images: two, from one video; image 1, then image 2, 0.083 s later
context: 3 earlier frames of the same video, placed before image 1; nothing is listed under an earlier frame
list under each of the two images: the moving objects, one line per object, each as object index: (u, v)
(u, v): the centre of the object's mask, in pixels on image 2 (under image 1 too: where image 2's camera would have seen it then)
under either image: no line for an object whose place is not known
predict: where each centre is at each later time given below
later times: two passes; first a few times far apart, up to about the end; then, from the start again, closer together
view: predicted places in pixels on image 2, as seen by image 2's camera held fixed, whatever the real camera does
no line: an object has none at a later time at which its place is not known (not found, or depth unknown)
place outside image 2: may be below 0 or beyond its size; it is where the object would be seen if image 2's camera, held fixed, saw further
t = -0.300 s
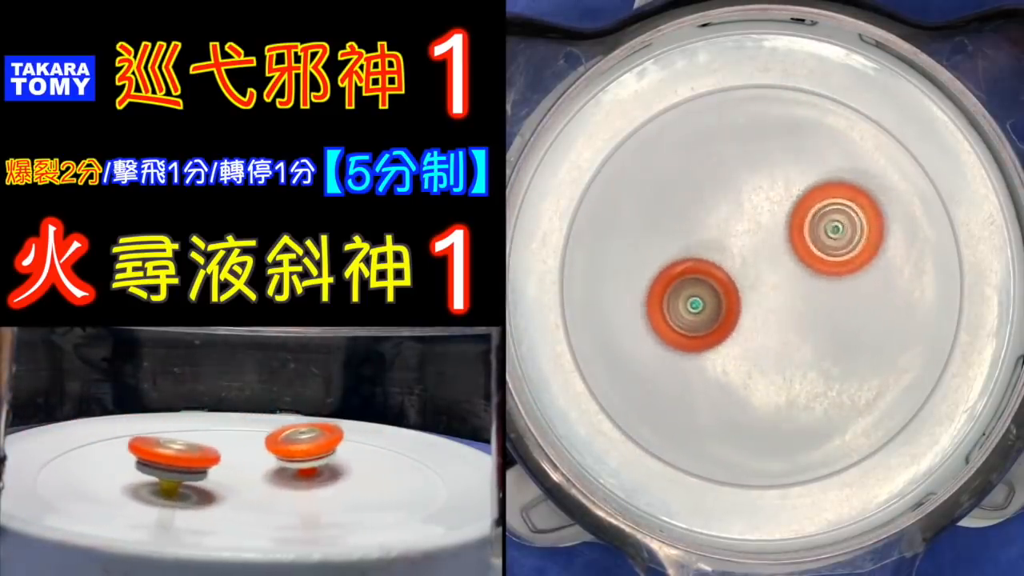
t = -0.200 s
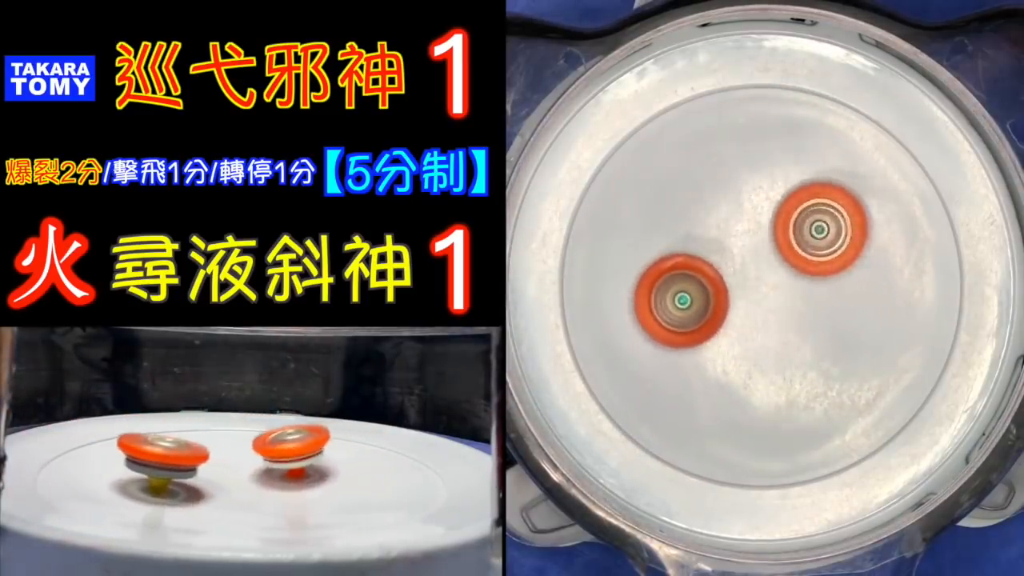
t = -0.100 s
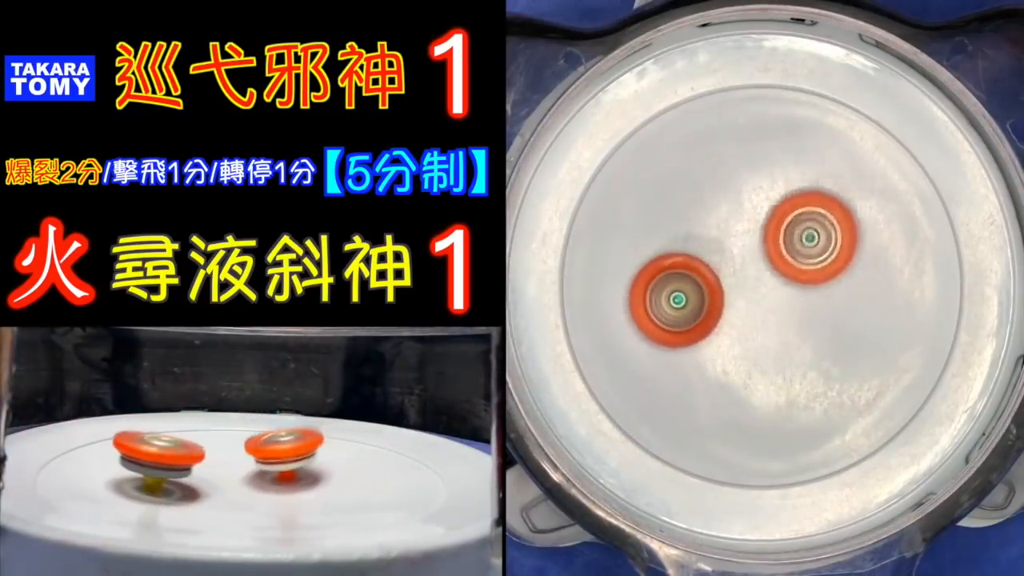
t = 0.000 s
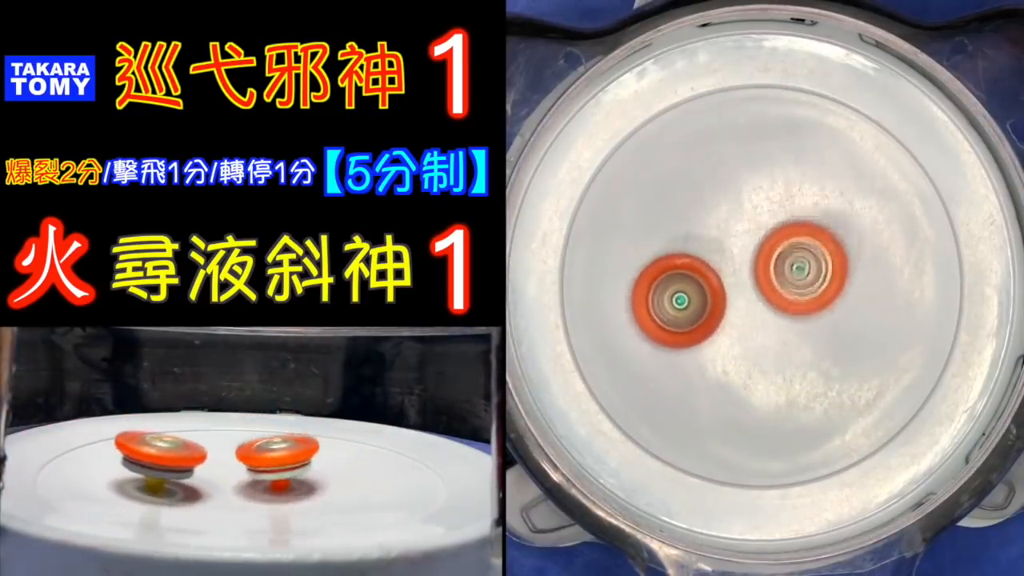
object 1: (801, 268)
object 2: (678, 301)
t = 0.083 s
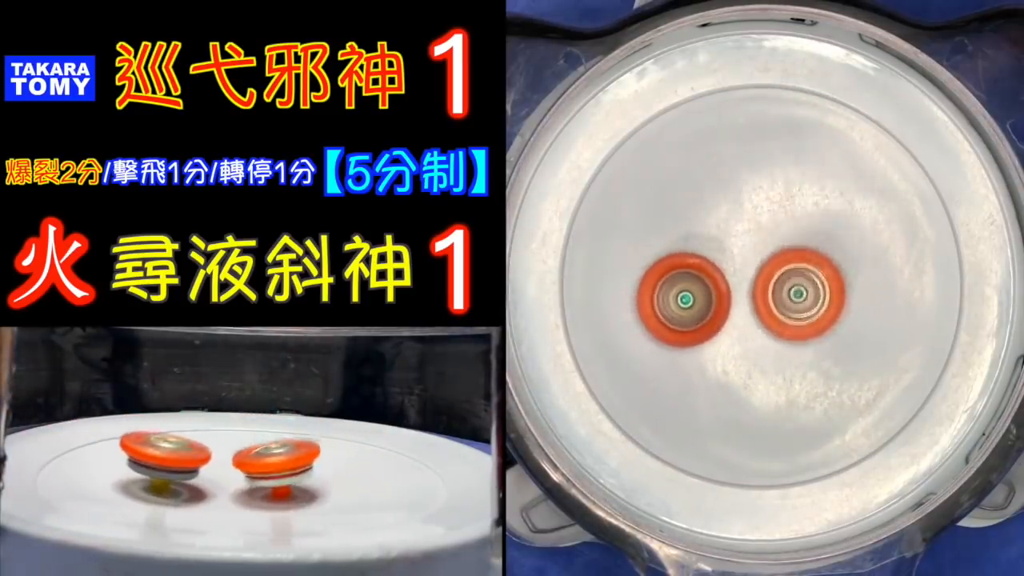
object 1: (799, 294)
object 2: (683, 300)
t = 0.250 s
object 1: (812, 324)
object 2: (695, 282)
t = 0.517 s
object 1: (816, 335)
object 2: (709, 245)
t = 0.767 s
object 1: (800, 341)
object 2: (713, 223)
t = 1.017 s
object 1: (772, 343)
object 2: (721, 233)
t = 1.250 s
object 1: (745, 338)
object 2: (754, 235)
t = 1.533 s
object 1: (728, 325)
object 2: (795, 239)
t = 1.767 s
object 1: (721, 311)
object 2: (822, 237)
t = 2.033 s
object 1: (720, 290)
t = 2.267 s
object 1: (617, 323)
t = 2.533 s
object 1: (698, 335)
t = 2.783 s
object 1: (693, 345)
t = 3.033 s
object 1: (646, 410)
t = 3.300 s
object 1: (738, 361)
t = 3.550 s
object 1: (737, 341)
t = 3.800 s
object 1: (723, 347)
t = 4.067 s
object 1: (732, 459)
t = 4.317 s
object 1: (777, 380)
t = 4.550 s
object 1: (775, 330)
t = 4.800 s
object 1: (770, 336)
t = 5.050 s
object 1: (774, 344)
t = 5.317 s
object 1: (782, 329)
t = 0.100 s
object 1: (799, 297)
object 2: (684, 299)
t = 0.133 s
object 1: (802, 302)
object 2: (687, 296)
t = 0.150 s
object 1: (803, 304)
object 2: (688, 295)
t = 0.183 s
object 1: (807, 309)
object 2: (690, 291)
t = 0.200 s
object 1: (809, 313)
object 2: (691, 289)
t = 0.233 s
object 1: (811, 320)
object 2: (693, 284)
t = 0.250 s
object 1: (812, 324)
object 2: (695, 282)
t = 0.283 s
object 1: (814, 330)
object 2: (696, 278)
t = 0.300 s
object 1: (815, 333)
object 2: (697, 276)
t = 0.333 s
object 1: (817, 335)
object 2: (698, 271)
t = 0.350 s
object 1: (818, 336)
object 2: (700, 268)
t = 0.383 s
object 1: (819, 337)
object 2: (702, 263)
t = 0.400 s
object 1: (819, 337)
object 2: (703, 260)
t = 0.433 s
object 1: (819, 337)
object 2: (705, 256)
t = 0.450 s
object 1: (818, 337)
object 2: (705, 253)
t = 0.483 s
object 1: (818, 336)
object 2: (707, 249)
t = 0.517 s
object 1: (816, 335)
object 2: (709, 245)
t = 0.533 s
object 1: (815, 335)
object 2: (710, 243)
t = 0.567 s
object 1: (814, 334)
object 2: (711, 238)
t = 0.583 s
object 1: (814, 334)
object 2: (712, 236)
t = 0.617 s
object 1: (812, 335)
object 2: (713, 232)
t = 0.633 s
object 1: (811, 335)
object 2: (714, 230)
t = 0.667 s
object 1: (809, 336)
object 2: (714, 227)
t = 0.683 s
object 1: (808, 337)
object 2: (714, 225)
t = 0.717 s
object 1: (805, 339)
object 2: (714, 223)
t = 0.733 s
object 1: (804, 340)
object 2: (713, 223)
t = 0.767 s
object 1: (800, 341)
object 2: (713, 223)
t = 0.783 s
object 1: (798, 342)
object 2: (712, 223)
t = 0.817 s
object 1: (795, 343)
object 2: (713, 225)
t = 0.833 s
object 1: (793, 344)
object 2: (713, 226)
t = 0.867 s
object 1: (790, 344)
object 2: (715, 229)
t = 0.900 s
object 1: (785, 344)
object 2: (716, 231)
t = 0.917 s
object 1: (783, 344)
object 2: (717, 232)
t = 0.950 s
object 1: (779, 344)
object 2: (718, 233)
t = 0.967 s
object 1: (778, 344)
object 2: (719, 234)
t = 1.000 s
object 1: (774, 343)
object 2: (720, 233)
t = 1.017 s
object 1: (772, 343)
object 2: (721, 233)
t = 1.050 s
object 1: (768, 343)
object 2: (723, 232)
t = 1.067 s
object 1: (766, 342)
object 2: (725, 231)
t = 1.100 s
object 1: (761, 342)
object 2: (731, 230)
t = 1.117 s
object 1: (759, 342)
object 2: (735, 231)
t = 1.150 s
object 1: (755, 341)
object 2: (742, 233)
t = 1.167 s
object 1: (753, 340)
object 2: (745, 234)
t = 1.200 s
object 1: (750, 339)
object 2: (750, 234)
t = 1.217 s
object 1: (748, 339)
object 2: (752, 234)
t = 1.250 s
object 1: (745, 338)
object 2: (754, 235)
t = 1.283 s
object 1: (742, 336)
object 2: (756, 235)
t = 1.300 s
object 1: (740, 335)
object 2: (757, 235)
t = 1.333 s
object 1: (738, 333)
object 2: (761, 234)
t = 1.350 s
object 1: (737, 332)
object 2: (763, 235)
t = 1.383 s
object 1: (736, 331)
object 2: (769, 236)
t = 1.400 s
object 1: (735, 331)
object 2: (772, 237)
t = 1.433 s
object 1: (733, 330)
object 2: (778, 238)
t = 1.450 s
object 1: (732, 329)
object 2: (780, 238)
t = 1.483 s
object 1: (730, 328)
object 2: (786, 238)
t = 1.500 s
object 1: (729, 327)
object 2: (789, 238)
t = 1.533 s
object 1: (728, 325)
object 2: (795, 239)
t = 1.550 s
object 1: (727, 324)
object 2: (798, 240)
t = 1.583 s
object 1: (726, 322)
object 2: (804, 241)
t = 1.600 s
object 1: (725, 321)
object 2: (806, 241)
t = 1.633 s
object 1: (724, 319)
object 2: (810, 241)
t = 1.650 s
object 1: (724, 318)
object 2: (812, 241)
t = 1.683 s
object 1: (723, 316)
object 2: (816, 240)
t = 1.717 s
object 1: (722, 314)
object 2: (819, 239)
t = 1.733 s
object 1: (722, 313)
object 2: (821, 239)
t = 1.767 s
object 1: (721, 311)
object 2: (822, 237)
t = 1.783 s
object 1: (721, 309)
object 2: (823, 236)
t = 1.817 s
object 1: (720, 307)
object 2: (823, 233)
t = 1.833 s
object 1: (720, 306)
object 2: (823, 232)
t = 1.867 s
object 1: (720, 302)
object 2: (822, 230)
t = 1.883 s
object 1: (720, 301)
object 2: (820, 230)
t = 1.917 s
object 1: (720, 298)
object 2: (817, 230)
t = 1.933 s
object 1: (720, 297)
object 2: (816, 231)
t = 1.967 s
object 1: (720, 295)
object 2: (812, 232)
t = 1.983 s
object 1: (720, 294)
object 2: (811, 232)
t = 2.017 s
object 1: (720, 291)
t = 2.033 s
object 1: (720, 290)
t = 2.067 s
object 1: (720, 288)
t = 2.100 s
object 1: (699, 291)
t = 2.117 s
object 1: (682, 297)
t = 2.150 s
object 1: (654, 307)
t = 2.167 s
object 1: (643, 310)
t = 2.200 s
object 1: (626, 317)
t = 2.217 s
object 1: (621, 319)
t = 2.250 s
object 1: (617, 322)
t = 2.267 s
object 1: (617, 323)
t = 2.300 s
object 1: (622, 324)
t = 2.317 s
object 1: (627, 324)
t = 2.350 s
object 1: (638, 325)
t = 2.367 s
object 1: (644, 326)
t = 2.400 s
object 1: (656, 329)
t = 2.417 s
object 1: (662, 331)
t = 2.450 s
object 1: (674, 333)
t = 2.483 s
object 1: (684, 335)
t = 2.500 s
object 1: (689, 335)
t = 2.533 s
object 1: (698, 335)
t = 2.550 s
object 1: (702, 335)
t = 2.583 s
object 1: (711, 332)
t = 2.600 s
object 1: (715, 331)
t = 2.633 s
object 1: (722, 328)
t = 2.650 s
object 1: (725, 326)
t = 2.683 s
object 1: (730, 323)
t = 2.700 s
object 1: (733, 321)
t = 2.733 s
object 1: (737, 317)
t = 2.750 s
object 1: (729, 320)
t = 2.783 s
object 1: (693, 345)
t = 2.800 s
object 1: (678, 357)
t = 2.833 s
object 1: (652, 375)
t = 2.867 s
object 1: (634, 389)
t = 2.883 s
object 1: (627, 395)
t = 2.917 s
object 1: (619, 403)
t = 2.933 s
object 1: (619, 406)
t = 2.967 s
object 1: (623, 410)
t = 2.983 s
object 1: (628, 411)
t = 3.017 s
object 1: (639, 411)
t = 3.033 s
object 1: (646, 410)
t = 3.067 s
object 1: (660, 409)
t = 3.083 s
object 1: (668, 409)
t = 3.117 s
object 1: (682, 405)
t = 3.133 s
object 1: (689, 402)
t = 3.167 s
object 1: (702, 396)
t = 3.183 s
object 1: (707, 392)
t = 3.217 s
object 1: (719, 384)
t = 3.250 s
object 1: (728, 375)
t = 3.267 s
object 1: (732, 370)
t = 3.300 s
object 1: (738, 361)
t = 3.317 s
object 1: (740, 357)
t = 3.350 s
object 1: (745, 348)
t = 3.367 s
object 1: (747, 343)
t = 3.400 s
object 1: (750, 335)
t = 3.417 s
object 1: (751, 331)
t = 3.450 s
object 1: (750, 331)
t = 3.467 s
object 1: (748, 335)
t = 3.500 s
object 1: (743, 341)
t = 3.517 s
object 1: (741, 341)
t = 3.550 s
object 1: (737, 341)
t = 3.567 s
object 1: (737, 339)
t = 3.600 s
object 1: (735, 336)
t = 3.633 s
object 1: (734, 331)
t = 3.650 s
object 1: (734, 329)
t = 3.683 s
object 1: (734, 325)
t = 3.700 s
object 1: (733, 326)
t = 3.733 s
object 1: (733, 326)
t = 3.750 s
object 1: (732, 326)
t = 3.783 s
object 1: (731, 328)
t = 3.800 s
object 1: (723, 347)
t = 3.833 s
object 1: (711, 383)
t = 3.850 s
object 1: (706, 399)
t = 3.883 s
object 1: (699, 423)
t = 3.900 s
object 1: (697, 434)
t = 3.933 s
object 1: (697, 448)
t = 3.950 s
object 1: (699, 453)
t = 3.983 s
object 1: (706, 459)
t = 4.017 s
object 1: (716, 461)
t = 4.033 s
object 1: (722, 462)
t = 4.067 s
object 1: (732, 459)
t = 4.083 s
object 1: (737, 457)
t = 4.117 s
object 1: (745, 450)
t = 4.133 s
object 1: (749, 447)
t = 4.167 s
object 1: (755, 437)
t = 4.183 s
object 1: (759, 432)
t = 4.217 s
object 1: (764, 419)
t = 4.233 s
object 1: (767, 411)
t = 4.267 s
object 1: (772, 397)
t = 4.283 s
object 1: (773, 390)
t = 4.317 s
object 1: (777, 380)
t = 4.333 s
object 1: (778, 375)
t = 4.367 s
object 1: (779, 367)
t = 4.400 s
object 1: (780, 360)
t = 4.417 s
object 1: (780, 357)
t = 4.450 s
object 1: (780, 350)
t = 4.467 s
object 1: (779, 346)
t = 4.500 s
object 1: (778, 339)
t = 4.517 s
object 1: (777, 336)
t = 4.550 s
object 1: (775, 330)
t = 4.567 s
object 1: (775, 328)
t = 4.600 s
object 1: (772, 322)
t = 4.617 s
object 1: (771, 320)
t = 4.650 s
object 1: (772, 328)
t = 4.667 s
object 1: (772, 333)
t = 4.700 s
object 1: (772, 341)
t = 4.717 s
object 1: (772, 342)
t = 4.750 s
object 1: (771, 341)
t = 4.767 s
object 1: (770, 341)
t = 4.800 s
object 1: (770, 336)
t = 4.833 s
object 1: (769, 332)
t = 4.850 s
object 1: (769, 329)
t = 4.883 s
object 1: (769, 330)
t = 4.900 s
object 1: (770, 337)
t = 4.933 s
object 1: (770, 345)
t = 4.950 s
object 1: (771, 347)
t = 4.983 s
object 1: (772, 348)
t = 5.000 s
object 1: (772, 347)
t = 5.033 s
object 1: (773, 345)
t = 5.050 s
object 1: (774, 344)
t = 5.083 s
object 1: (776, 341)
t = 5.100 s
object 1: (777, 340)
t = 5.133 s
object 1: (779, 336)
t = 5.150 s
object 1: (780, 335)
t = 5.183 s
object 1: (781, 332)
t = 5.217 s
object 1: (782, 329)
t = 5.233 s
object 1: (782, 328)
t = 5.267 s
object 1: (783, 330)
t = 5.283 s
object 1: (783, 330)
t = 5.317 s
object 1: (782, 329)
